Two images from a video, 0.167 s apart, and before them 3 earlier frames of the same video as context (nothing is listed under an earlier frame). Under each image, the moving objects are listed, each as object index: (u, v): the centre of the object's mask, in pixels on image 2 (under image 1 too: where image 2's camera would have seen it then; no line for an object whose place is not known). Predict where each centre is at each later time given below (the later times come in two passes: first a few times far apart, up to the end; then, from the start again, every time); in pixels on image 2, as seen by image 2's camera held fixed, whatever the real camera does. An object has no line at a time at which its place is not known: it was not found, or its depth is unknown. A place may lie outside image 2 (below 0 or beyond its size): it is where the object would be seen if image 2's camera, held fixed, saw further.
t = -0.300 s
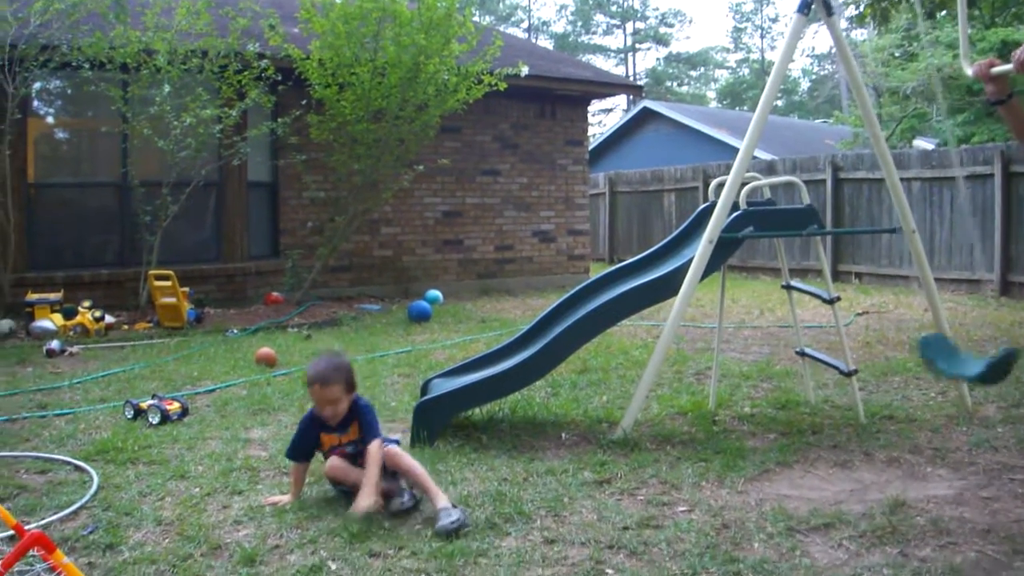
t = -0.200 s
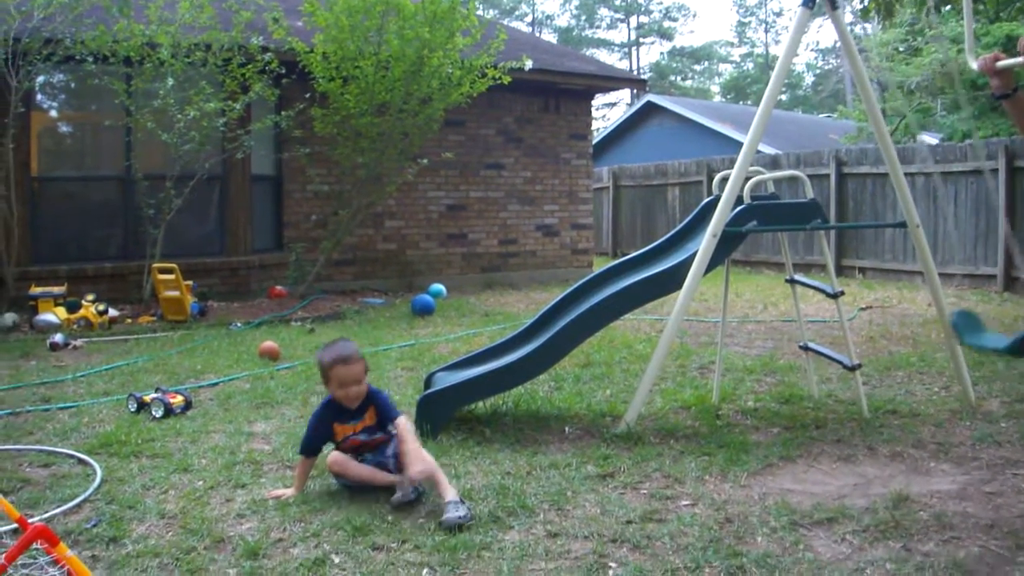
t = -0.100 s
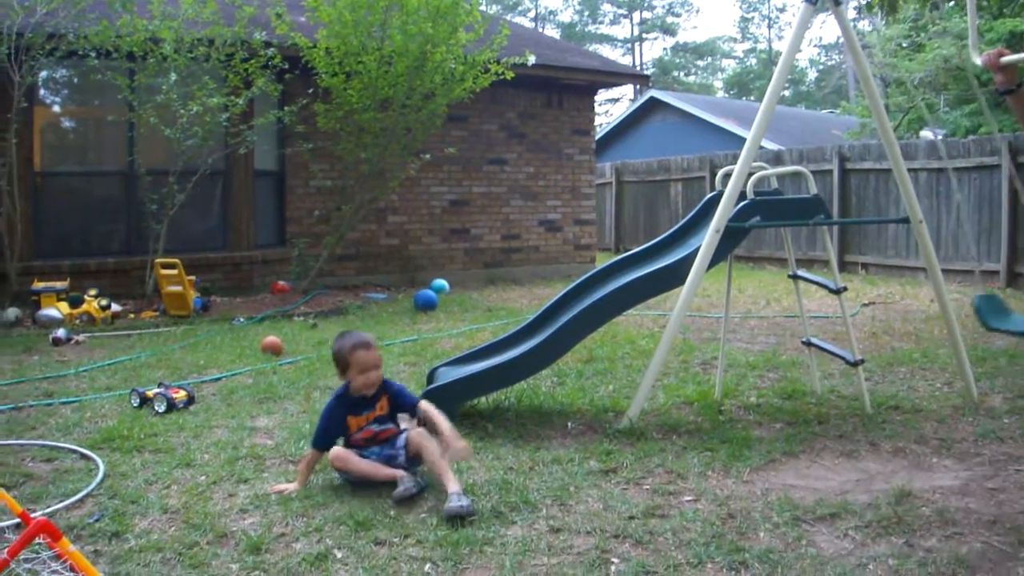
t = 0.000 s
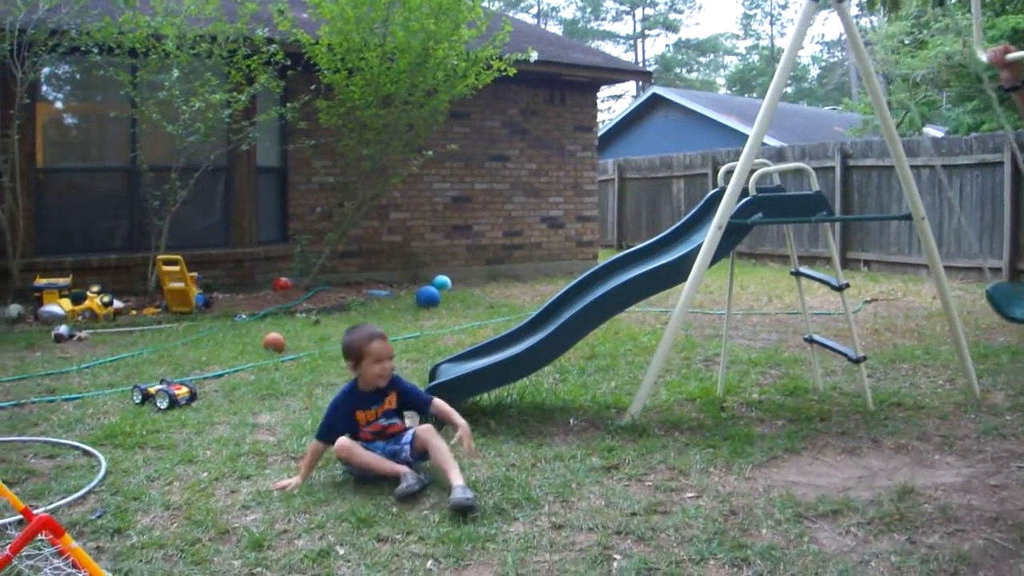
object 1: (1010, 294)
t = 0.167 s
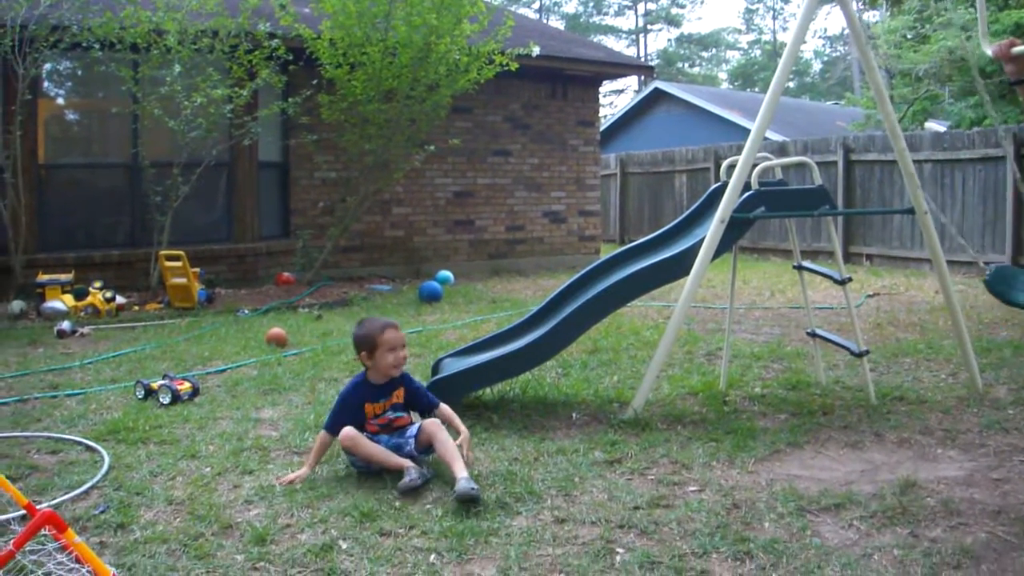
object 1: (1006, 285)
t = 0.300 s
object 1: (993, 309)
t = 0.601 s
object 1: (879, 359)
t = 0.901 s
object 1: (750, 341)
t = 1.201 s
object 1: (697, 305)
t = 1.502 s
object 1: (783, 353)
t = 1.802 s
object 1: (920, 357)
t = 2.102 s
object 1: (1002, 306)
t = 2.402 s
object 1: (1002, 308)
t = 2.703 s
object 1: (931, 354)
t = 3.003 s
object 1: (795, 358)
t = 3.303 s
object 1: (710, 321)
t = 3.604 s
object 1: (747, 342)
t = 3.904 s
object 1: (873, 365)
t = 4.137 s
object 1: (960, 339)
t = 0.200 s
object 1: (1004, 287)
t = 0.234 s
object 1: (1001, 293)
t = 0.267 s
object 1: (998, 300)
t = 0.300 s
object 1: (993, 309)
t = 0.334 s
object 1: (987, 319)
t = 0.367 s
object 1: (980, 328)
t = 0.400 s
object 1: (971, 335)
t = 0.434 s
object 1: (956, 342)
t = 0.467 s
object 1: (941, 346)
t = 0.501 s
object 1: (925, 349)
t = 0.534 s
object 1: (909, 352)
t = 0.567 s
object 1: (895, 356)
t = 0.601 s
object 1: (879, 359)
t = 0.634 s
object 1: (862, 360)
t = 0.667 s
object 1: (846, 361)
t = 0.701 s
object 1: (832, 361)
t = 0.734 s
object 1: (816, 358)
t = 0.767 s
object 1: (802, 355)
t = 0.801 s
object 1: (789, 352)
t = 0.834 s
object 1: (776, 348)
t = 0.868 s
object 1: (763, 344)
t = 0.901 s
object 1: (750, 341)
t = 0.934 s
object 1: (736, 336)
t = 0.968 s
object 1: (726, 332)
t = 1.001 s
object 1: (716, 328)
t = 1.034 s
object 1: (708, 322)
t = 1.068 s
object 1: (702, 317)
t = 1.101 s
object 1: (698, 311)
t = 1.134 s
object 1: (696, 307)
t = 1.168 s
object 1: (696, 305)
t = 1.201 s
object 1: (697, 305)
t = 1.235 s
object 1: (701, 307)
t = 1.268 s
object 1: (704, 310)
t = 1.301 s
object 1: (711, 317)
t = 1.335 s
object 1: (720, 324)
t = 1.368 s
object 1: (729, 331)
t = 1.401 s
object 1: (740, 338)
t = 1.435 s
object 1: (754, 345)
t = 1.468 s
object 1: (768, 349)
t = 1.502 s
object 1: (783, 353)
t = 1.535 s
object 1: (799, 357)
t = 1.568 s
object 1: (814, 359)
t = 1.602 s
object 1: (831, 362)
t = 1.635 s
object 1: (846, 364)
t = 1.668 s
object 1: (862, 365)
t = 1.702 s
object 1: (876, 365)
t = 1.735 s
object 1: (891, 364)
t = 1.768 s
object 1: (907, 361)
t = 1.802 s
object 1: (920, 357)
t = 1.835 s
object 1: (934, 353)
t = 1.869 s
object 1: (947, 349)
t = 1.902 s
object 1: (960, 345)
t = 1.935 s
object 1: (971, 339)
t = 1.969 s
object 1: (980, 334)
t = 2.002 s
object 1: (987, 328)
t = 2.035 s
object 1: (993, 321)
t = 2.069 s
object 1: (998, 313)
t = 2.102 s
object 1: (1002, 306)
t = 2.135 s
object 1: (1004, 300)
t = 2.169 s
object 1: (1006, 295)
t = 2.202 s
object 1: (1008, 292)
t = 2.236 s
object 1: (1008, 291)
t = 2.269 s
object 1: (1008, 291)
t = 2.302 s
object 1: (1008, 293)
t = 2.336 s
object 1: (1007, 296)
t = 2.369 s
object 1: (1006, 301)
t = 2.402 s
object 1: (1002, 308)
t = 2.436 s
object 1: (998, 313)
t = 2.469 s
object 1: (994, 318)
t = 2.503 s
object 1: (990, 324)
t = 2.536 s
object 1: (985, 329)
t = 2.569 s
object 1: (977, 334)
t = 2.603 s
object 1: (966, 339)
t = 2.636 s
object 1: (955, 345)
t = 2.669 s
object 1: (944, 349)
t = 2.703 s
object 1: (931, 354)
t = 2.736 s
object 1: (917, 358)
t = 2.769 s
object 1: (903, 360)
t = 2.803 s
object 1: (888, 362)
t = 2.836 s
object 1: (873, 362)
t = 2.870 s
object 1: (857, 363)
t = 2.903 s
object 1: (842, 363)
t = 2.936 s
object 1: (825, 362)
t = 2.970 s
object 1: (809, 360)
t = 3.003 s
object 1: (795, 358)
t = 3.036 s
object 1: (780, 353)
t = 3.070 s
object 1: (767, 349)
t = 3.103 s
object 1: (754, 342)
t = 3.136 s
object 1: (743, 336)
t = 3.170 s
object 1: (734, 332)
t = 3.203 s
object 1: (725, 328)
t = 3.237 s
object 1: (718, 325)
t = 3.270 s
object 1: (713, 322)
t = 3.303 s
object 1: (710, 321)
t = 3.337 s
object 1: (707, 321)
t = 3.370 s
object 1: (707, 322)
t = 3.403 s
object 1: (708, 323)
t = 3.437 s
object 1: (712, 325)
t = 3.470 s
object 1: (716, 327)
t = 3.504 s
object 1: (722, 331)
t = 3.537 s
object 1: (729, 334)
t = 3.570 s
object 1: (738, 338)
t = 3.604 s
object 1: (747, 342)
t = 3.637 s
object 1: (758, 346)
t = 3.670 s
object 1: (769, 350)
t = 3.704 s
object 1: (781, 354)
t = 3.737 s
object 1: (796, 357)
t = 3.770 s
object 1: (811, 360)
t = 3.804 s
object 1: (827, 362)
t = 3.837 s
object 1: (842, 364)
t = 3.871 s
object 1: (856, 365)
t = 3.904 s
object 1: (873, 365)
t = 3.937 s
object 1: (889, 364)
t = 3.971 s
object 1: (904, 361)
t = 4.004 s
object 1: (918, 358)
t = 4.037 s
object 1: (932, 354)
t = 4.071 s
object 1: (944, 349)
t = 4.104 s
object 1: (956, 344)
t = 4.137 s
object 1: (960, 339)
